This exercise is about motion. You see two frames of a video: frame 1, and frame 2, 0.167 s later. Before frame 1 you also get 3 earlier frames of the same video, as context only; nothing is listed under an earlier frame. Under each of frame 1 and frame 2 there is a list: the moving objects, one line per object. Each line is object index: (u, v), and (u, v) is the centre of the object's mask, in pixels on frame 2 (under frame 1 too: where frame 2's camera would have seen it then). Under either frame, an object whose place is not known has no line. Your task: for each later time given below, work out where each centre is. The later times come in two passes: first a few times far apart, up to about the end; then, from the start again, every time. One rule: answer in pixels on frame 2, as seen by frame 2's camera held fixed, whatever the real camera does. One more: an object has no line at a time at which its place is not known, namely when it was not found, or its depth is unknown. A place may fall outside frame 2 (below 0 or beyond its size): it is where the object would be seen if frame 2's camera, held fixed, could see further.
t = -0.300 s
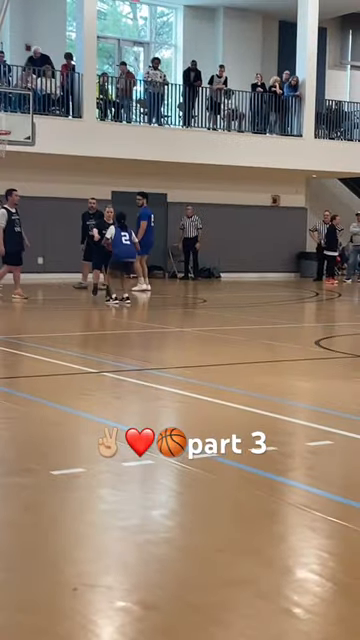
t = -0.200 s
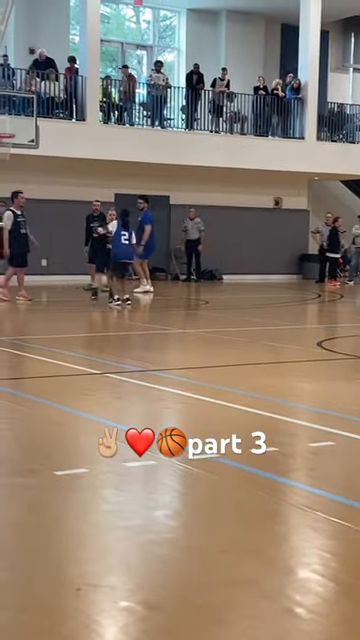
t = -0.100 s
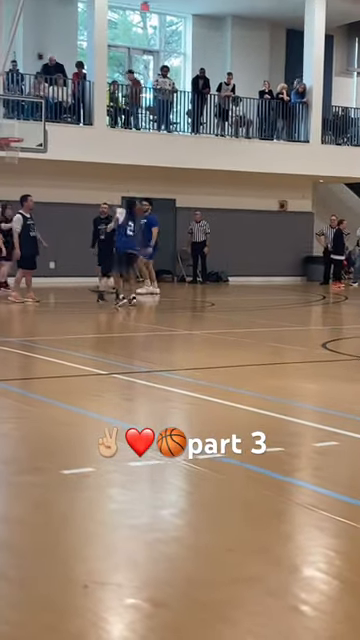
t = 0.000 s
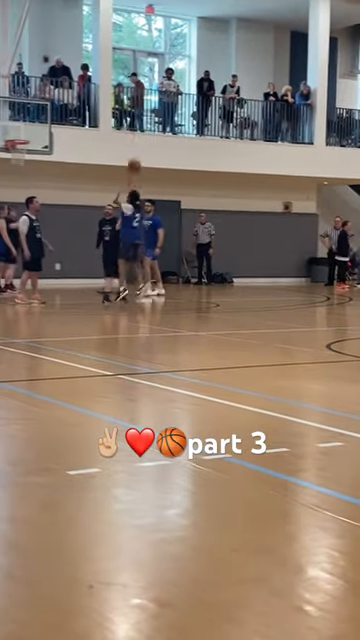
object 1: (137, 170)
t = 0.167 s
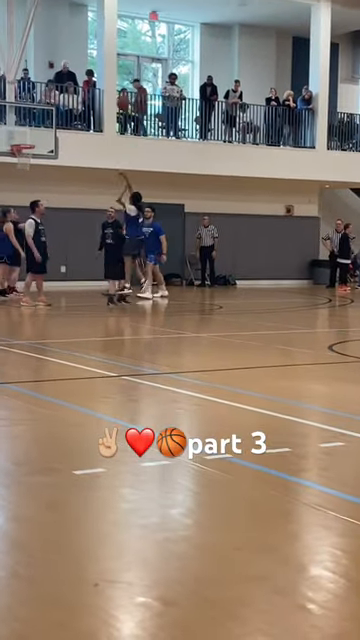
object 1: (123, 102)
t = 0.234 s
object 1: (117, 82)
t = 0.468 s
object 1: (100, 30)
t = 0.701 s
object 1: (85, 11)
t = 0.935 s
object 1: (69, 21)
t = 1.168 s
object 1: (55, 58)
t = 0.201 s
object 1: (121, 92)
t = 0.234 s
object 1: (117, 82)
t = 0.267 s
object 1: (115, 73)
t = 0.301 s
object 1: (112, 64)
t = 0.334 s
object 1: (110, 56)
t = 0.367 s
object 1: (107, 48)
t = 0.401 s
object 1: (105, 42)
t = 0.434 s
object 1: (102, 35)
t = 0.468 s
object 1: (100, 30)
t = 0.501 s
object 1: (98, 26)
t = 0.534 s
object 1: (96, 22)
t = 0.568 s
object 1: (93, 19)
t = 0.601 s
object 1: (91, 15)
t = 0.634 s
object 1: (88, 13)
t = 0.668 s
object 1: (86, 12)
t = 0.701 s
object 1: (85, 11)
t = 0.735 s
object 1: (82, 12)
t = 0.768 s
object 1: (80, 11)
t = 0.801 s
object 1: (78, 12)
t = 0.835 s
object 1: (76, 14)
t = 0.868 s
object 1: (74, 16)
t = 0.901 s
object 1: (71, 18)
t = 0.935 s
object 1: (69, 21)
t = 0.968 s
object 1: (67, 25)
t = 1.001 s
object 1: (65, 30)
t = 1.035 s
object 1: (63, 34)
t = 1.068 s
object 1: (61, 39)
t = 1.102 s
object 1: (59, 45)
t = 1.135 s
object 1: (57, 51)
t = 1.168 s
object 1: (55, 58)
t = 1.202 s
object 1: (53, 65)
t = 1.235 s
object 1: (51, 72)
